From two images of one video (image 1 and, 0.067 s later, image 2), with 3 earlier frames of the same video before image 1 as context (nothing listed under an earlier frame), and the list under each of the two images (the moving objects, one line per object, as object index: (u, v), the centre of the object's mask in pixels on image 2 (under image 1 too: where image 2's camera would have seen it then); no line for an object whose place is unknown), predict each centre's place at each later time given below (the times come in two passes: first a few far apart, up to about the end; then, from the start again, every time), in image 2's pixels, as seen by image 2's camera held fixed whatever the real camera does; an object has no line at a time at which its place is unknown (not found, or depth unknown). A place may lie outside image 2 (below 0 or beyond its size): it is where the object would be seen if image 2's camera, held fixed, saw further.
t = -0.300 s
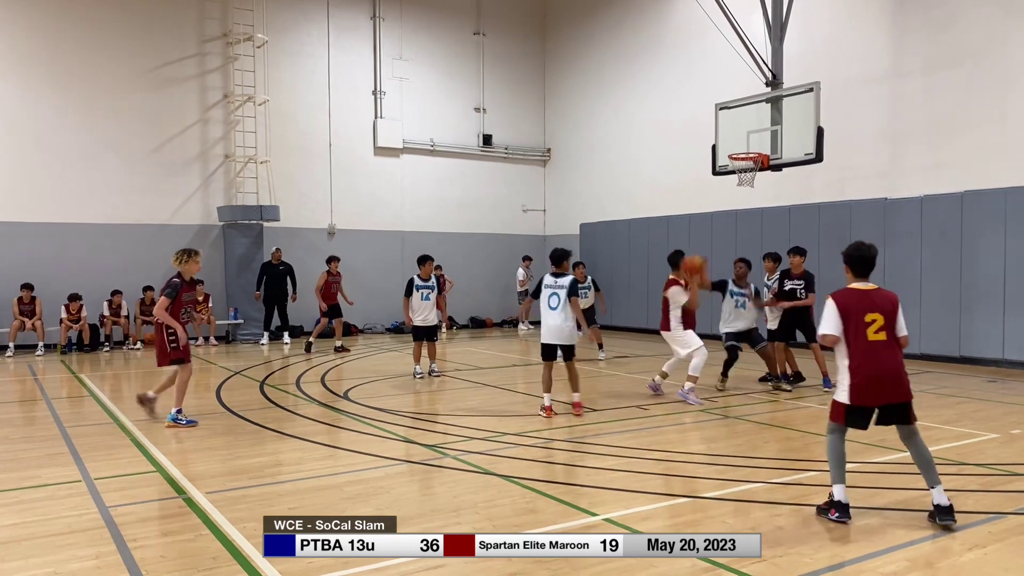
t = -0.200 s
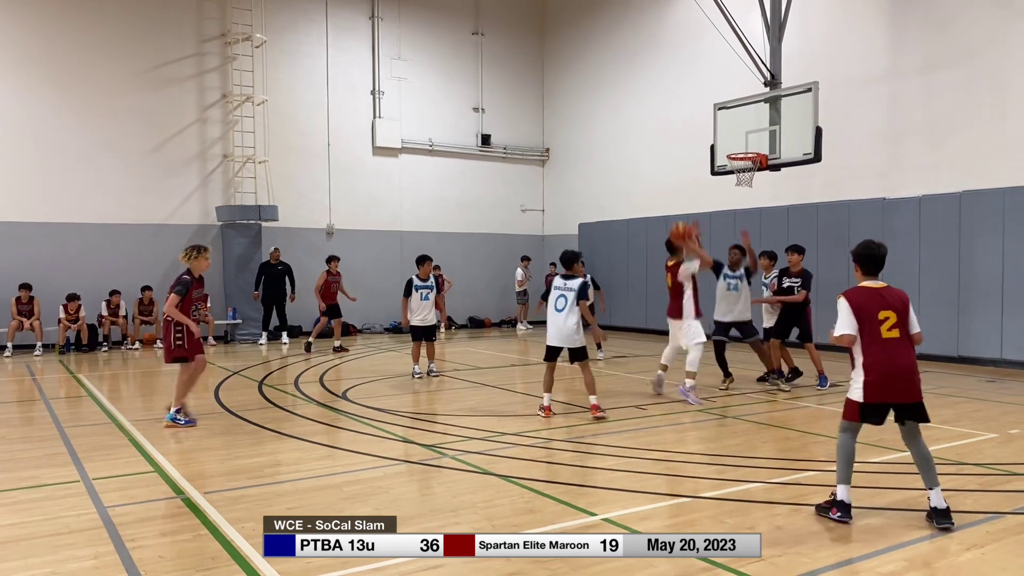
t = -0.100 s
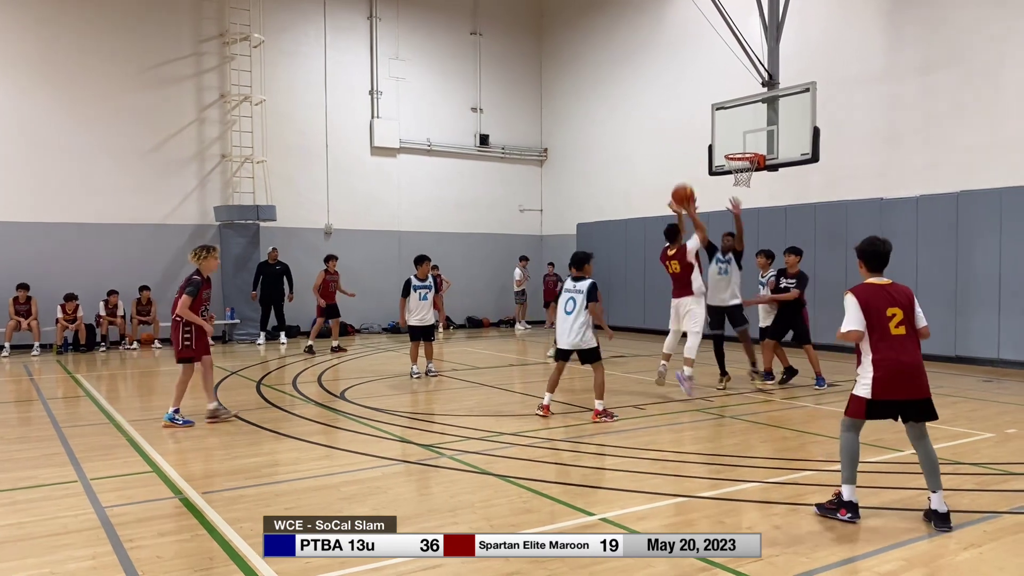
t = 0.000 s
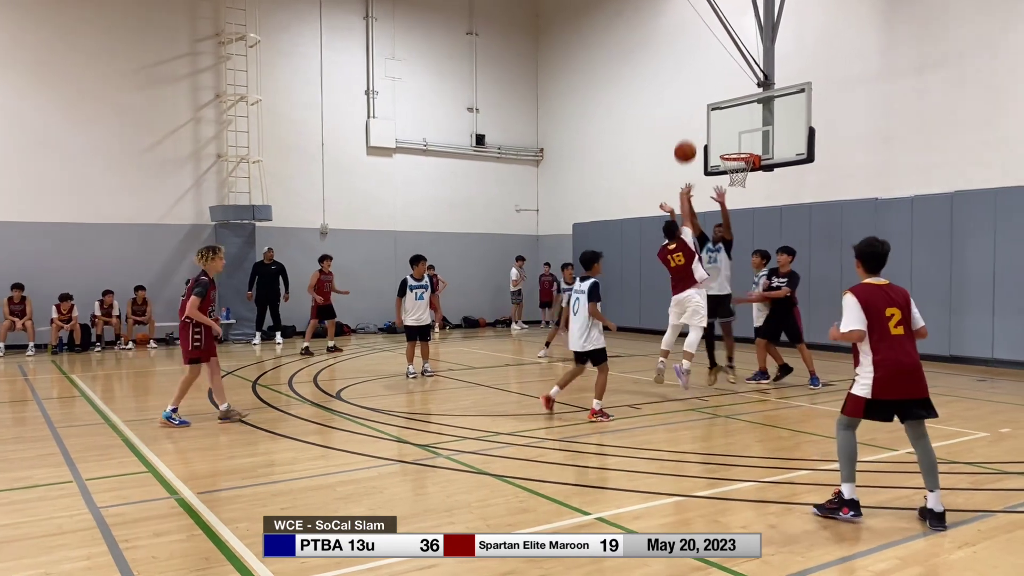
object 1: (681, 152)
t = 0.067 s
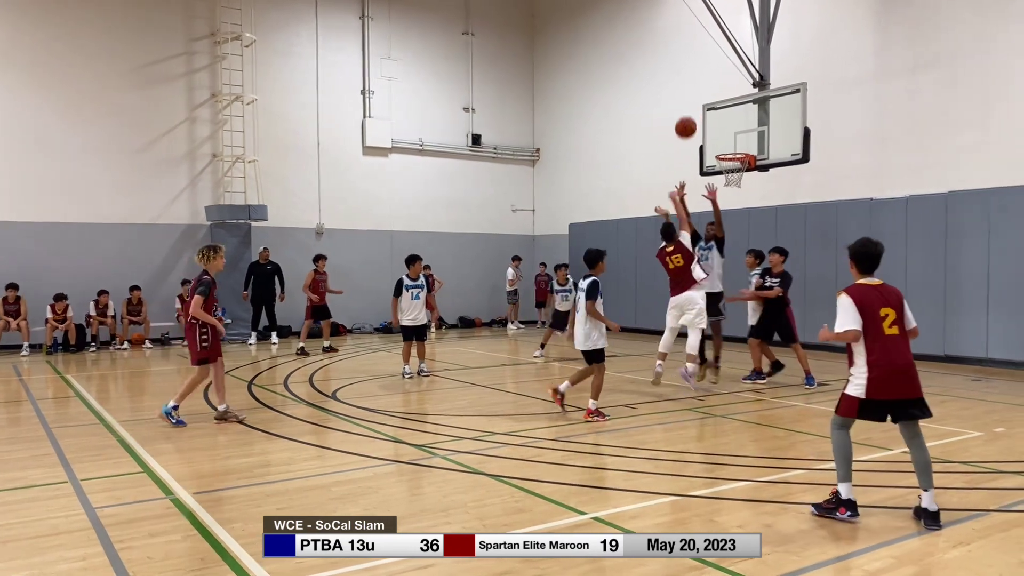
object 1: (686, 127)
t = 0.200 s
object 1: (694, 93)
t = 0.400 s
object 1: (705, 72)
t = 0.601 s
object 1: (714, 83)
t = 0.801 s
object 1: (721, 121)
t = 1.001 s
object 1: (737, 134)
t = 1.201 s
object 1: (766, 114)
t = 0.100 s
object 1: (688, 117)
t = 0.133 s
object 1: (690, 108)
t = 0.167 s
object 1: (692, 100)
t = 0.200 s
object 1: (694, 93)
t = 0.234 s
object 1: (696, 87)
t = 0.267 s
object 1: (698, 82)
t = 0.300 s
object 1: (700, 78)
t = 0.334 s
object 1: (701, 75)
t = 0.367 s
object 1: (703, 73)
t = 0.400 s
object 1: (705, 72)
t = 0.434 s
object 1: (706, 72)
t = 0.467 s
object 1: (708, 73)
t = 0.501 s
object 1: (709, 74)
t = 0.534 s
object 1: (710, 77)
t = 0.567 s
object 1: (712, 80)
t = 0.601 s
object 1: (714, 83)
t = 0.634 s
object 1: (715, 88)
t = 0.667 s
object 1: (717, 93)
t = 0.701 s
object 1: (718, 99)
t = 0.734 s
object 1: (719, 106)
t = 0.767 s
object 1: (720, 114)
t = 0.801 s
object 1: (721, 121)
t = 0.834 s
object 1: (723, 130)
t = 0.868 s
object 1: (724, 138)
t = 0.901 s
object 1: (724, 147)
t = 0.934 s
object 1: (728, 145)
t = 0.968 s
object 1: (732, 139)
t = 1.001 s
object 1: (737, 134)
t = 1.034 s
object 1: (742, 129)
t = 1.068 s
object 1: (747, 124)
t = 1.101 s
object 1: (751, 121)
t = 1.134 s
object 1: (756, 118)
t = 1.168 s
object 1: (761, 116)
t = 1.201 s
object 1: (766, 114)
